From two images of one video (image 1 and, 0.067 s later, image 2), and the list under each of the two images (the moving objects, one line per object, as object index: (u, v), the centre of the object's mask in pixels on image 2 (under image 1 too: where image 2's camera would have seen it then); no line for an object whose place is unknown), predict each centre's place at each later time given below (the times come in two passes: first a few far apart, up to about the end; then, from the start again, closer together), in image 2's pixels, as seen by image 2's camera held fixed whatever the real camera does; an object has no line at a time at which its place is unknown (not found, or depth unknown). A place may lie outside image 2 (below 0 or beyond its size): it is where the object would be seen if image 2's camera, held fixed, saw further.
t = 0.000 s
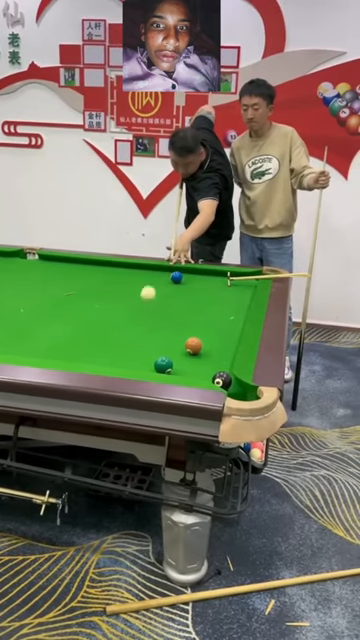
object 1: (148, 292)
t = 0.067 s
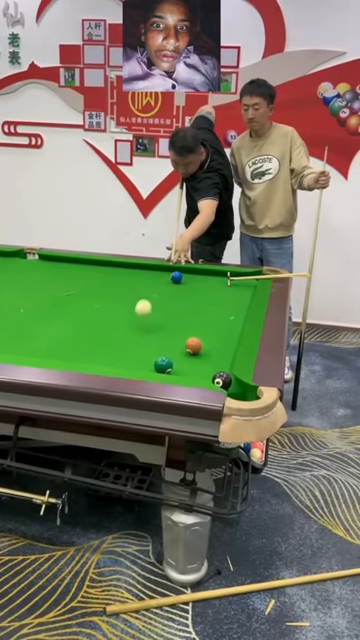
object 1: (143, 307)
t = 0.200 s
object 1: (132, 340)
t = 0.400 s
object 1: (129, 332)
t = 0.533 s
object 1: (142, 291)
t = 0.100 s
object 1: (140, 316)
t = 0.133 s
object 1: (137, 326)
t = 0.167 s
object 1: (135, 336)
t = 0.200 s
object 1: (132, 340)
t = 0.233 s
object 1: (129, 344)
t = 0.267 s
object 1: (126, 350)
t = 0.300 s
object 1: (122, 357)
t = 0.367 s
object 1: (125, 343)
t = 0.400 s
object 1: (129, 332)
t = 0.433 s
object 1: (132, 321)
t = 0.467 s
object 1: (135, 310)
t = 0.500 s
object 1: (138, 300)
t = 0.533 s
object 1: (142, 291)
